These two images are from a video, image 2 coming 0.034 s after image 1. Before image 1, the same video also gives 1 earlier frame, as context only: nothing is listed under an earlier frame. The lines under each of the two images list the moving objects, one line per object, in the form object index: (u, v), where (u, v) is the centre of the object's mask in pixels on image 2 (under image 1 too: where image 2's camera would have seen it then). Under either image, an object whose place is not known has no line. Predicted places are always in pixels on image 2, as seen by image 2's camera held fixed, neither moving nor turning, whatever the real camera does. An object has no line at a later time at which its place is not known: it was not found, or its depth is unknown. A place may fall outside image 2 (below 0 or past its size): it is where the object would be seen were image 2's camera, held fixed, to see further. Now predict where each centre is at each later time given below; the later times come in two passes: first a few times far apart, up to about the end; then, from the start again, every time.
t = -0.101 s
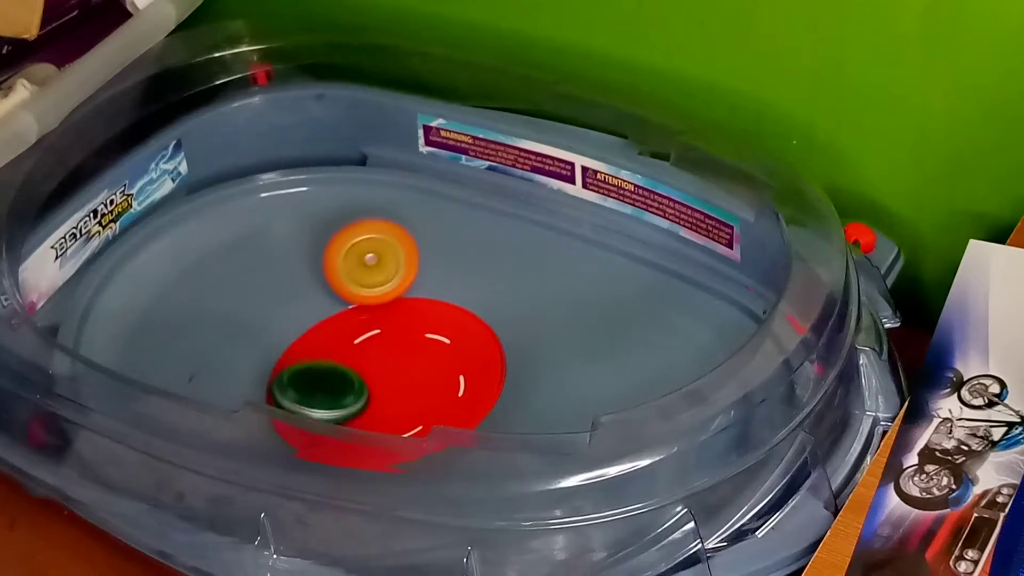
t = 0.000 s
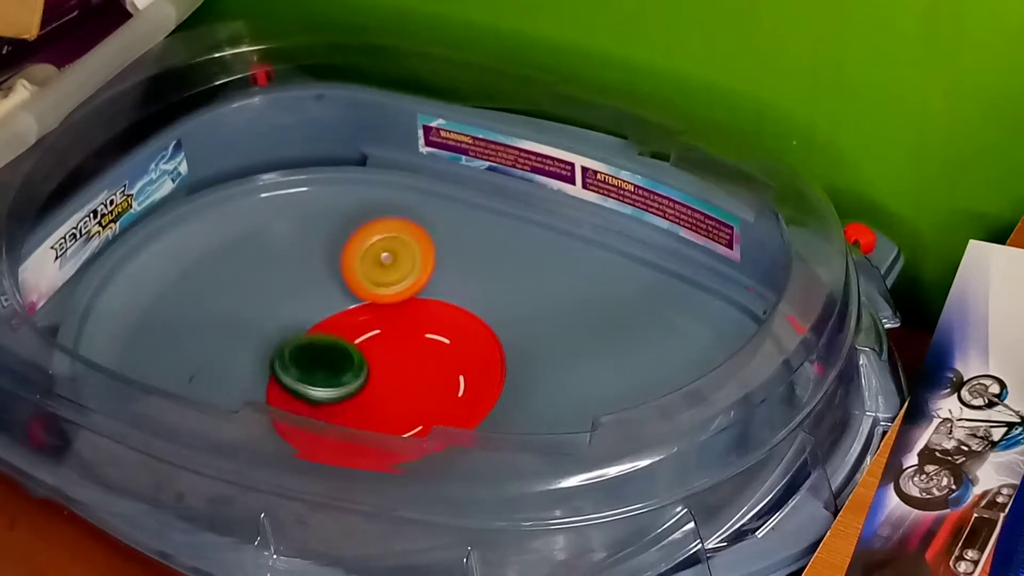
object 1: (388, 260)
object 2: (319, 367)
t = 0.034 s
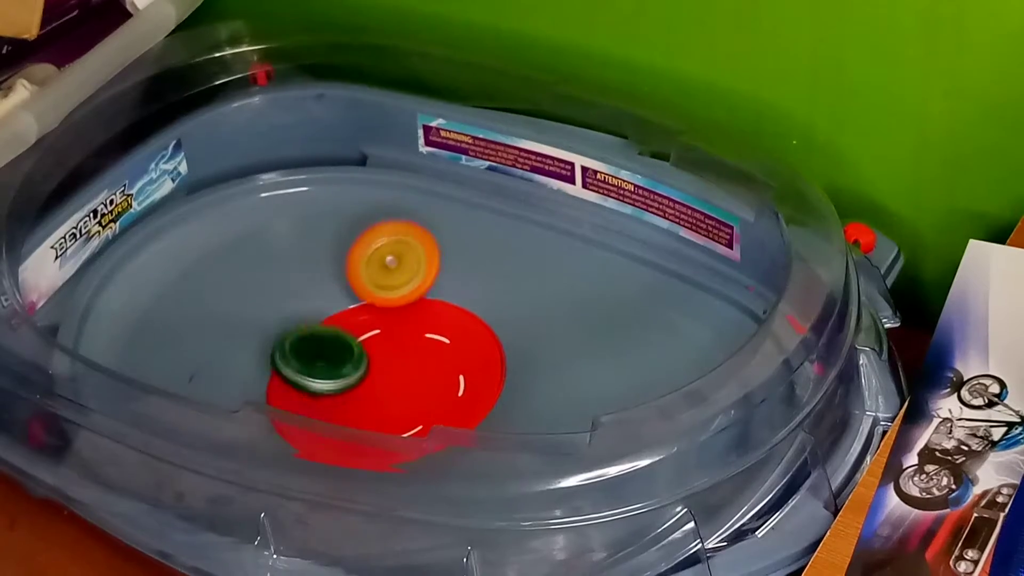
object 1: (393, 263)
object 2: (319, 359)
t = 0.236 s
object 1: (445, 309)
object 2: (335, 314)
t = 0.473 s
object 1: (488, 369)
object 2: (377, 296)
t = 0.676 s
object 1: (452, 426)
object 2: (417, 305)
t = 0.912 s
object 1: (325, 502)
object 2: (435, 346)
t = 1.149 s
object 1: (247, 472)
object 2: (414, 395)
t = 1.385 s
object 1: (205, 421)
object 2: (370, 413)
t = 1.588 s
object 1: (225, 369)
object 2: (324, 410)
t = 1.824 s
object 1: (250, 272)
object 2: (350, 403)
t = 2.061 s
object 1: (313, 196)
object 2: (362, 373)
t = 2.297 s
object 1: (392, 187)
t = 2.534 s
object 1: (447, 254)
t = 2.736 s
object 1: (602, 245)
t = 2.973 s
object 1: (678, 330)
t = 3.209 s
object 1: (646, 467)
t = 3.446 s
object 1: (455, 516)
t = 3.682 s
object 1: (260, 462)
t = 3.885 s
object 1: (171, 367)
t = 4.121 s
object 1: (169, 251)
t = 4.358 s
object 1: (259, 215)
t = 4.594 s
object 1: (383, 254)
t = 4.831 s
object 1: (469, 306)
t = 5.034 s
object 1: (423, 403)
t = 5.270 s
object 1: (245, 435)
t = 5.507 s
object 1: (141, 367)
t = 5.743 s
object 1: (177, 298)
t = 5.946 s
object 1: (280, 305)
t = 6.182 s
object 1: (405, 347)
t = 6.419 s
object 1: (447, 397)
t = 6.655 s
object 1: (370, 402)
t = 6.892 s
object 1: (308, 351)
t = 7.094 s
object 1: (308, 317)
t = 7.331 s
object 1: (334, 305)
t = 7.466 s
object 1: (328, 311)
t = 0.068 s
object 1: (397, 269)
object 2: (321, 351)
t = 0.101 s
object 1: (404, 276)
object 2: (322, 341)
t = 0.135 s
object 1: (413, 283)
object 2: (325, 333)
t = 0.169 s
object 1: (424, 292)
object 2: (328, 327)
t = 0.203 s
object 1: (434, 301)
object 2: (330, 319)
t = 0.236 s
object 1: (445, 309)
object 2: (335, 314)
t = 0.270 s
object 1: (455, 318)
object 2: (339, 309)
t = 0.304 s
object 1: (465, 327)
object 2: (345, 304)
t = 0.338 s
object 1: (472, 336)
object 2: (351, 300)
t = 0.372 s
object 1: (478, 345)
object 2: (357, 298)
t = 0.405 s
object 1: (482, 353)
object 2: (364, 297)
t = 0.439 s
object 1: (484, 359)
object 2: (370, 296)
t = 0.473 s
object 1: (488, 369)
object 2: (377, 296)
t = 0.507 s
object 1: (488, 378)
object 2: (385, 297)
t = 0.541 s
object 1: (483, 381)
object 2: (392, 298)
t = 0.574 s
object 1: (479, 391)
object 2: (399, 299)
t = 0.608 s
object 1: (473, 400)
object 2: (405, 301)
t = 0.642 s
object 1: (463, 407)
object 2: (412, 303)
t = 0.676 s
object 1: (452, 426)
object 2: (417, 305)
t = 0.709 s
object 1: (428, 450)
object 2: (422, 310)
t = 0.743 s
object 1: (406, 476)
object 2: (425, 314)
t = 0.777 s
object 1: (394, 479)
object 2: (429, 319)
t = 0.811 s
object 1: (373, 490)
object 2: (432, 325)
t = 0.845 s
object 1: (347, 507)
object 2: (434, 332)
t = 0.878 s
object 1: (333, 504)
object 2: (435, 338)
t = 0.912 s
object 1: (325, 502)
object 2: (435, 346)
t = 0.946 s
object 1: (316, 498)
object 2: (434, 353)
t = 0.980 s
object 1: (306, 495)
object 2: (432, 361)
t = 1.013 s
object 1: (293, 492)
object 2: (430, 369)
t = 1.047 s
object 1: (281, 486)
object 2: (428, 376)
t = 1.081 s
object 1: (269, 482)
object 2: (424, 383)
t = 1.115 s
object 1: (257, 478)
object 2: (419, 390)
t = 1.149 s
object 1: (247, 472)
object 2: (414, 395)
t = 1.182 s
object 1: (237, 466)
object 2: (408, 401)
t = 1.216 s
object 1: (230, 459)
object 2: (403, 404)
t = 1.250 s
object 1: (222, 452)
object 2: (396, 407)
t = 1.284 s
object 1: (217, 443)
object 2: (390, 409)
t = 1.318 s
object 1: (212, 435)
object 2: (384, 410)
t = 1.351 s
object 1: (208, 428)
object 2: (377, 412)
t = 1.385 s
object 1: (205, 421)
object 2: (370, 413)
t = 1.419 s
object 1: (206, 409)
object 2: (365, 412)
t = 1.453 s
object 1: (206, 401)
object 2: (359, 410)
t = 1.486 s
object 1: (208, 393)
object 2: (351, 409)
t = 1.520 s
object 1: (212, 384)
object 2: (343, 407)
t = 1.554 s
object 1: (217, 378)
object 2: (332, 413)
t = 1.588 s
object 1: (225, 369)
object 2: (324, 410)
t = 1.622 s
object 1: (232, 365)
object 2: (320, 408)
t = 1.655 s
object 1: (236, 349)
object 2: (331, 406)
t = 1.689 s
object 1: (237, 333)
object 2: (334, 419)
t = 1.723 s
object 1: (239, 318)
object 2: (340, 417)
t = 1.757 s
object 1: (242, 302)
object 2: (342, 415)
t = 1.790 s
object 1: (245, 287)
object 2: (348, 406)
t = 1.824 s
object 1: (250, 272)
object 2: (350, 403)
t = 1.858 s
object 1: (256, 257)
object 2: (350, 401)
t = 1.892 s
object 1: (264, 244)
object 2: (351, 397)
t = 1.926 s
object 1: (272, 232)
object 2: (352, 393)
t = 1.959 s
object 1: (281, 221)
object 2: (355, 389)
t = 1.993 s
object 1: (291, 211)
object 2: (357, 383)
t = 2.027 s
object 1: (302, 203)
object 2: (359, 378)
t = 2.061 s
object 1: (313, 196)
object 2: (362, 373)
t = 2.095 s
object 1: (325, 190)
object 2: (365, 368)
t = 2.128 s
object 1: (337, 185)
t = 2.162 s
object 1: (348, 182)
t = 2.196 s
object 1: (359, 181)
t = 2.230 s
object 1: (370, 181)
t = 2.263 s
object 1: (381, 183)
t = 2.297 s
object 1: (392, 187)
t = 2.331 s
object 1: (402, 191)
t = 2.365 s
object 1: (413, 197)
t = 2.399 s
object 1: (423, 205)
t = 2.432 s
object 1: (432, 214)
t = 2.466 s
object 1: (439, 225)
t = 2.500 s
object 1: (445, 238)
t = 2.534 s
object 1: (447, 254)
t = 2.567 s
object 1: (467, 255)
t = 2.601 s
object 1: (502, 243)
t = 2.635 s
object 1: (531, 237)
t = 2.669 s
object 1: (556, 232)
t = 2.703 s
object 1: (585, 235)
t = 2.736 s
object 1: (602, 245)
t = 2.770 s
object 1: (617, 254)
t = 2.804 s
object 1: (634, 263)
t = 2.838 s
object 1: (647, 275)
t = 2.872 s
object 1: (657, 287)
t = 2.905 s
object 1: (664, 299)
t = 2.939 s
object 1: (670, 314)
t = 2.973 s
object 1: (678, 330)
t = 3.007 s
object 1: (680, 346)
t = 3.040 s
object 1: (685, 370)
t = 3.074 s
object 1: (685, 393)
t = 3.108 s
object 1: (686, 417)
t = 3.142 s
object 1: (679, 442)
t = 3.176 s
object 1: (665, 455)
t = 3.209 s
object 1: (646, 467)
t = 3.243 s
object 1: (622, 472)
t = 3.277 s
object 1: (596, 479)
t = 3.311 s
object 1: (567, 487)
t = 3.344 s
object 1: (539, 497)
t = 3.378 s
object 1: (512, 506)
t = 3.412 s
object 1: (483, 514)
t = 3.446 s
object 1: (455, 516)
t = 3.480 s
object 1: (426, 513)
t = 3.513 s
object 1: (399, 508)
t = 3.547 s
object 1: (369, 503)
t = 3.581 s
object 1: (340, 496)
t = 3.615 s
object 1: (311, 488)
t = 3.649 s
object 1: (284, 477)
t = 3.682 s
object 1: (260, 462)
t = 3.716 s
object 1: (240, 451)
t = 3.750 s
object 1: (222, 437)
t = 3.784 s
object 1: (208, 418)
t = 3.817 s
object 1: (191, 402)
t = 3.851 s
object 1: (180, 384)
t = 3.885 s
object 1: (171, 367)
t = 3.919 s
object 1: (165, 348)
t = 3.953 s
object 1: (161, 332)
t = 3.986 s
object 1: (159, 314)
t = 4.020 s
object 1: (158, 297)
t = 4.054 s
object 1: (160, 280)
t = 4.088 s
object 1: (164, 265)
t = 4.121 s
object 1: (169, 251)
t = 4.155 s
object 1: (179, 240)
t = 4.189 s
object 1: (186, 236)
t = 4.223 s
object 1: (196, 232)
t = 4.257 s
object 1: (206, 226)
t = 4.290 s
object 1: (224, 220)
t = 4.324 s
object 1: (242, 217)
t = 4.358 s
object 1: (259, 215)
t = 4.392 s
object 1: (278, 214)
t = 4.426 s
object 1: (296, 215)
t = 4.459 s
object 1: (315, 219)
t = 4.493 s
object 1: (332, 224)
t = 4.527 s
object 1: (352, 231)
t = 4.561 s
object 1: (368, 241)
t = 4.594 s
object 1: (383, 254)
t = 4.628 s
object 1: (407, 256)
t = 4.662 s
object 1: (422, 261)
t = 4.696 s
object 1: (435, 264)
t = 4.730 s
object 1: (448, 272)
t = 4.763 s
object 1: (457, 282)
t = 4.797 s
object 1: (465, 292)
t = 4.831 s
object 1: (469, 306)
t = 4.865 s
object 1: (471, 321)
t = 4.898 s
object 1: (472, 336)
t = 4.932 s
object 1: (465, 356)
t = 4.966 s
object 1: (454, 375)
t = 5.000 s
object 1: (439, 392)
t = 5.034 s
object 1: (423, 403)
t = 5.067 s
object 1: (409, 410)
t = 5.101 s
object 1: (395, 416)
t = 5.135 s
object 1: (377, 420)
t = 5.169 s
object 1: (354, 422)
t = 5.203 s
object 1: (295, 441)
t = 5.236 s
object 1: (269, 439)
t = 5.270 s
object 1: (245, 435)
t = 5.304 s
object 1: (225, 430)
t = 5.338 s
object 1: (208, 428)
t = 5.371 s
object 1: (186, 413)
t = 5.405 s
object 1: (168, 401)
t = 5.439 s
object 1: (154, 390)
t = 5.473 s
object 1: (146, 379)
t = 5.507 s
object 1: (141, 367)
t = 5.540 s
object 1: (138, 355)
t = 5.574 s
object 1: (137, 341)
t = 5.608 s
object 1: (141, 332)
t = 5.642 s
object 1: (149, 322)
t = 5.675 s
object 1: (157, 315)
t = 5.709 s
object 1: (165, 306)
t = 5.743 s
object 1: (177, 298)
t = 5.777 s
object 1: (194, 294)
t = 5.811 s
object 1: (210, 292)
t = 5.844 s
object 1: (224, 292)
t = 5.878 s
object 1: (241, 292)
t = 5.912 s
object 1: (261, 295)
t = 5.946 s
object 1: (280, 305)
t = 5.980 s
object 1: (300, 319)
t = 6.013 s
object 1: (317, 335)
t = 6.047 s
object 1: (337, 342)
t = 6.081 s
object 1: (358, 339)
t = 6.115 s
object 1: (374, 340)
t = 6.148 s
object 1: (390, 341)
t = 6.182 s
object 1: (405, 347)
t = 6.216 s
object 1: (411, 360)
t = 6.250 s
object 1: (415, 375)
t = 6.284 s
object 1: (432, 383)
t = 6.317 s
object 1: (443, 386)
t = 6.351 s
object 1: (447, 389)
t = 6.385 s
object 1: (447, 393)
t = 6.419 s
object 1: (447, 397)
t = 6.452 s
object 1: (428, 400)
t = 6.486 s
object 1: (417, 400)
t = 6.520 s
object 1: (411, 402)
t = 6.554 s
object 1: (403, 403)
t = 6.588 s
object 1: (394, 400)
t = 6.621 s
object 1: (385, 402)
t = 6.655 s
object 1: (370, 402)
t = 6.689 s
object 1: (353, 400)
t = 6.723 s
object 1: (341, 393)
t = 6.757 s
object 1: (334, 385)
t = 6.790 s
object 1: (324, 377)
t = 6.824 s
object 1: (317, 369)
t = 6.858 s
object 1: (312, 360)
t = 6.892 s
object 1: (308, 351)
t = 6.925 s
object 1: (304, 343)
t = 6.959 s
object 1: (299, 332)
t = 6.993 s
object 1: (300, 326)
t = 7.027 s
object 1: (305, 320)
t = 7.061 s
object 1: (306, 319)
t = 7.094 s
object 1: (308, 317)
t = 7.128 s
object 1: (312, 313)
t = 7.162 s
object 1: (318, 310)
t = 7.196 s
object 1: (322, 308)
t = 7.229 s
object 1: (326, 307)
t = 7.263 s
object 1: (330, 306)
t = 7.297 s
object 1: (332, 305)
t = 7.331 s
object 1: (334, 305)
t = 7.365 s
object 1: (333, 304)
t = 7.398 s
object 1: (332, 306)
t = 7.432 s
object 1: (331, 308)
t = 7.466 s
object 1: (328, 311)
